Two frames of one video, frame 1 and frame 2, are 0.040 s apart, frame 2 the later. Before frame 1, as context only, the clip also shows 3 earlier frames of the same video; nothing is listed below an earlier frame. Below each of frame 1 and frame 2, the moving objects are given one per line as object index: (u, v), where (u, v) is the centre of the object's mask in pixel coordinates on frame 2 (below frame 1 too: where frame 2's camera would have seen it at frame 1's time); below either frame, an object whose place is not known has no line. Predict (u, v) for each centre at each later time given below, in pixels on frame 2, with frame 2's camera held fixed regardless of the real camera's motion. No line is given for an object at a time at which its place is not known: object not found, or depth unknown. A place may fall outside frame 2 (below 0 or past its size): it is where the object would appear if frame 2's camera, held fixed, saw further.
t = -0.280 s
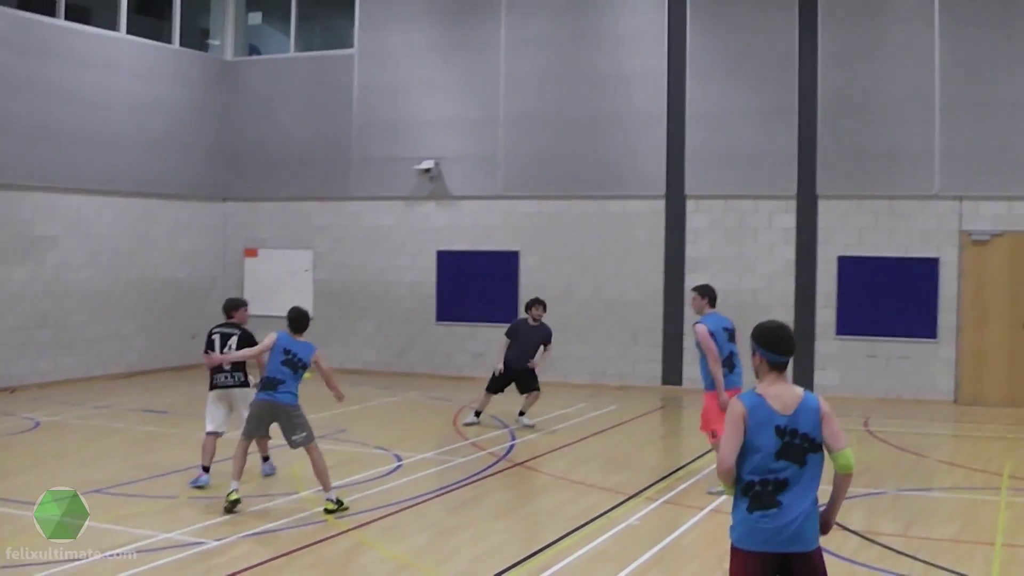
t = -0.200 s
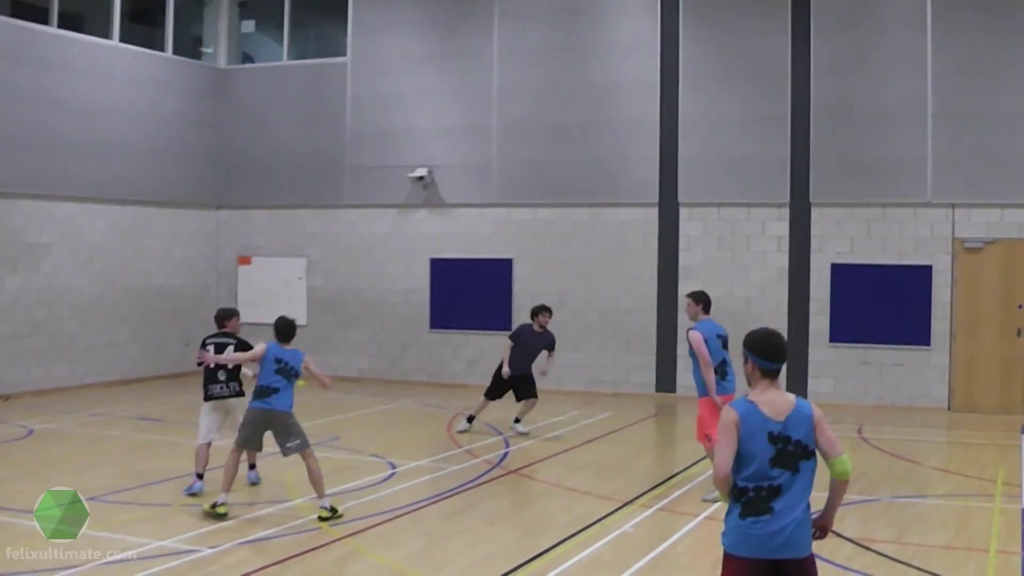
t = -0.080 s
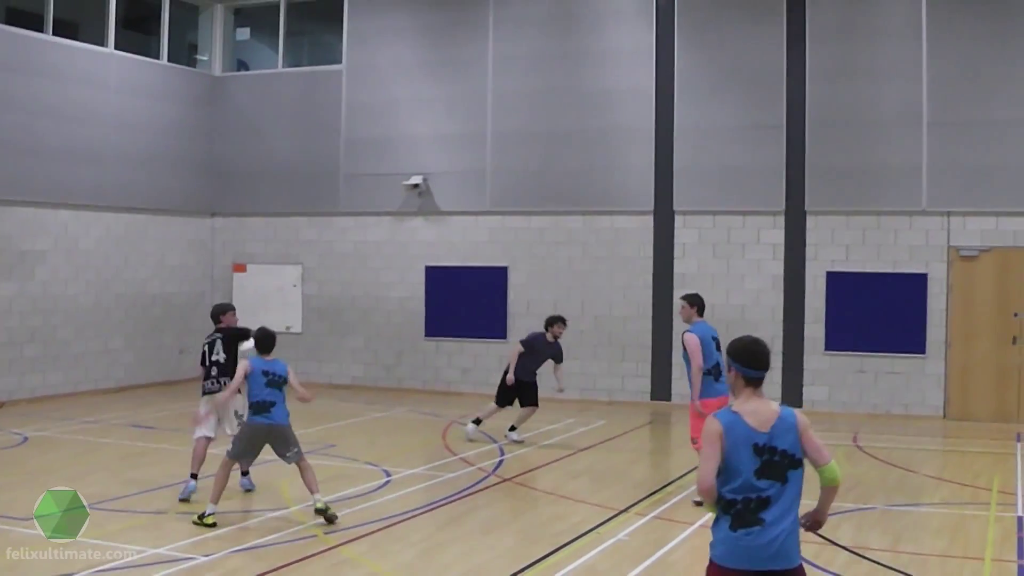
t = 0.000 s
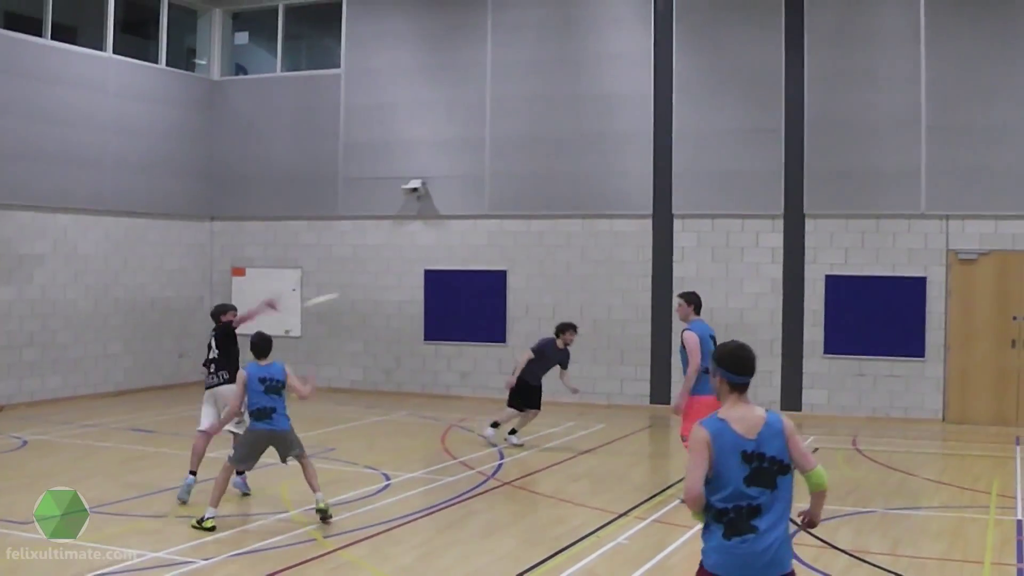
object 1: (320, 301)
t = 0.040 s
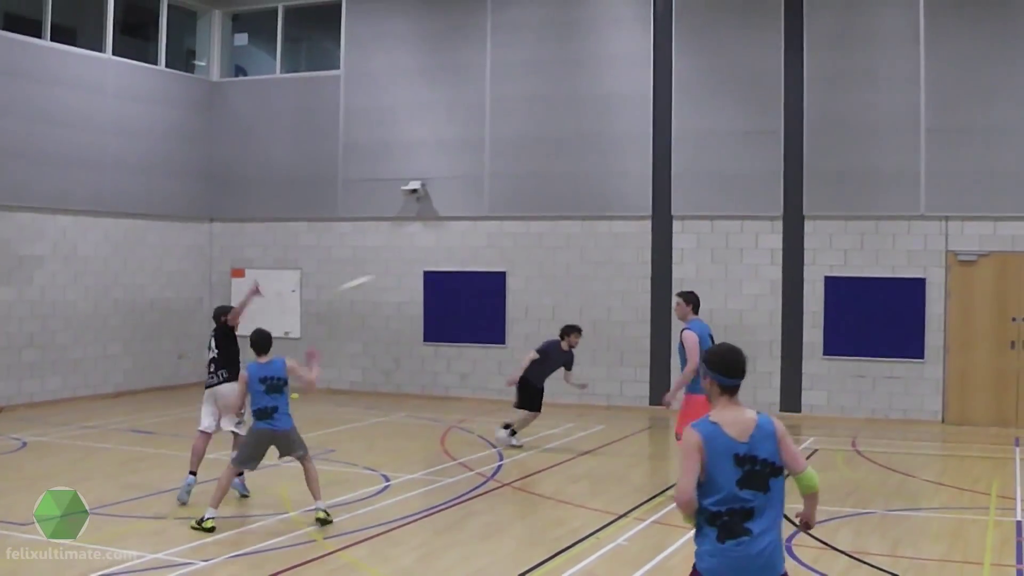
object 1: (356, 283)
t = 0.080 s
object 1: (394, 267)
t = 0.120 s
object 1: (439, 251)
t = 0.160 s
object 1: (482, 237)
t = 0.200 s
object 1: (530, 223)
